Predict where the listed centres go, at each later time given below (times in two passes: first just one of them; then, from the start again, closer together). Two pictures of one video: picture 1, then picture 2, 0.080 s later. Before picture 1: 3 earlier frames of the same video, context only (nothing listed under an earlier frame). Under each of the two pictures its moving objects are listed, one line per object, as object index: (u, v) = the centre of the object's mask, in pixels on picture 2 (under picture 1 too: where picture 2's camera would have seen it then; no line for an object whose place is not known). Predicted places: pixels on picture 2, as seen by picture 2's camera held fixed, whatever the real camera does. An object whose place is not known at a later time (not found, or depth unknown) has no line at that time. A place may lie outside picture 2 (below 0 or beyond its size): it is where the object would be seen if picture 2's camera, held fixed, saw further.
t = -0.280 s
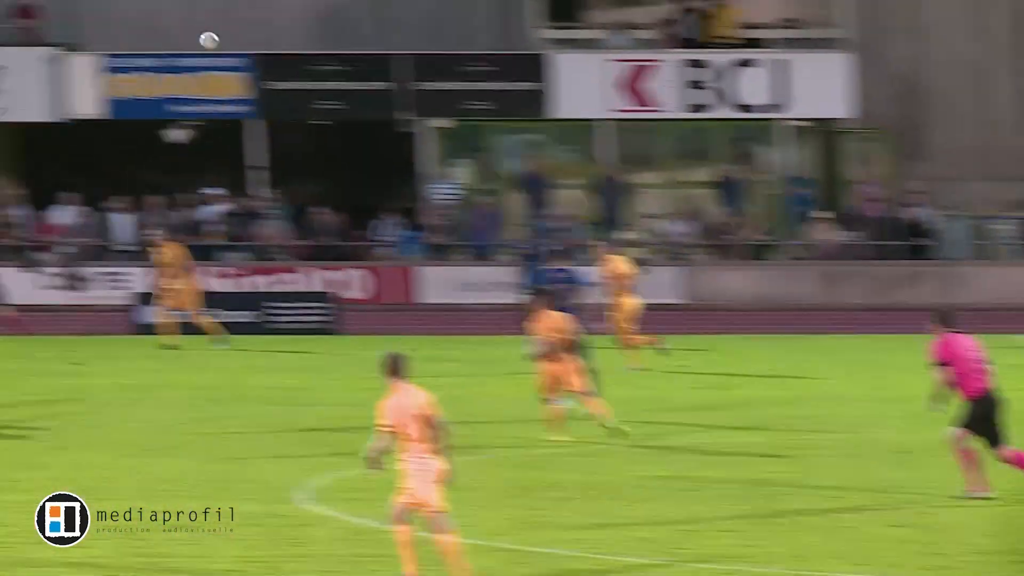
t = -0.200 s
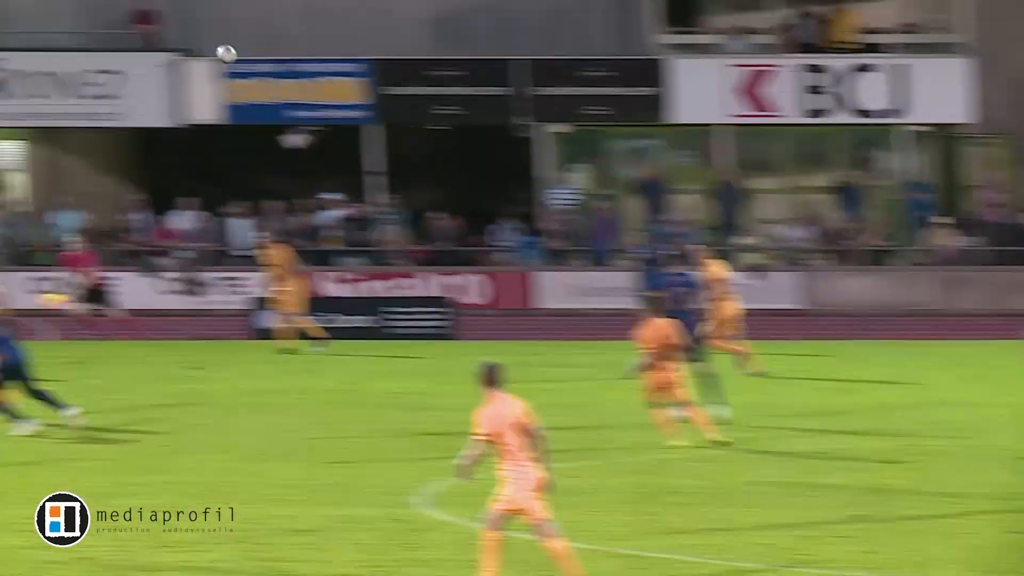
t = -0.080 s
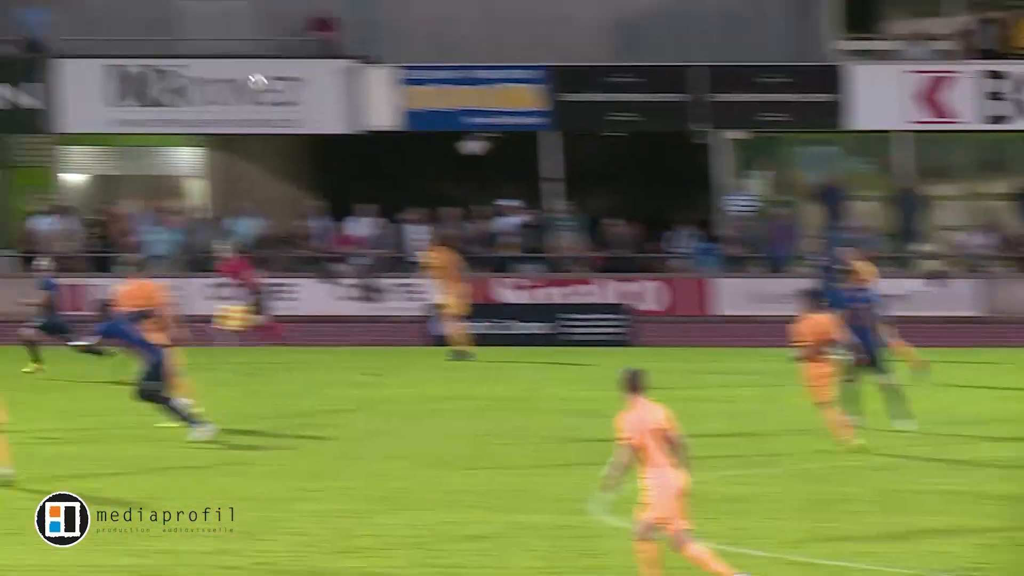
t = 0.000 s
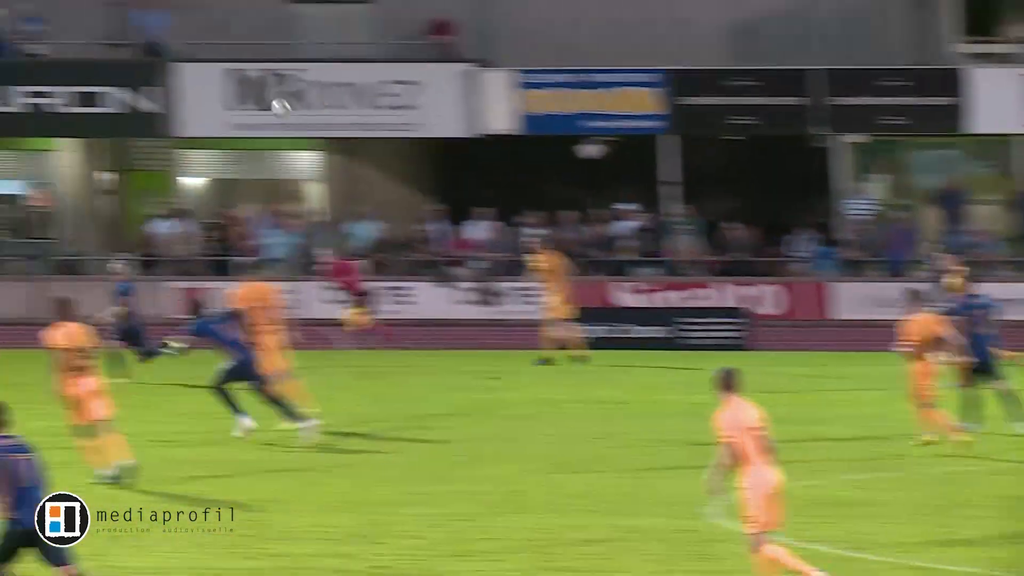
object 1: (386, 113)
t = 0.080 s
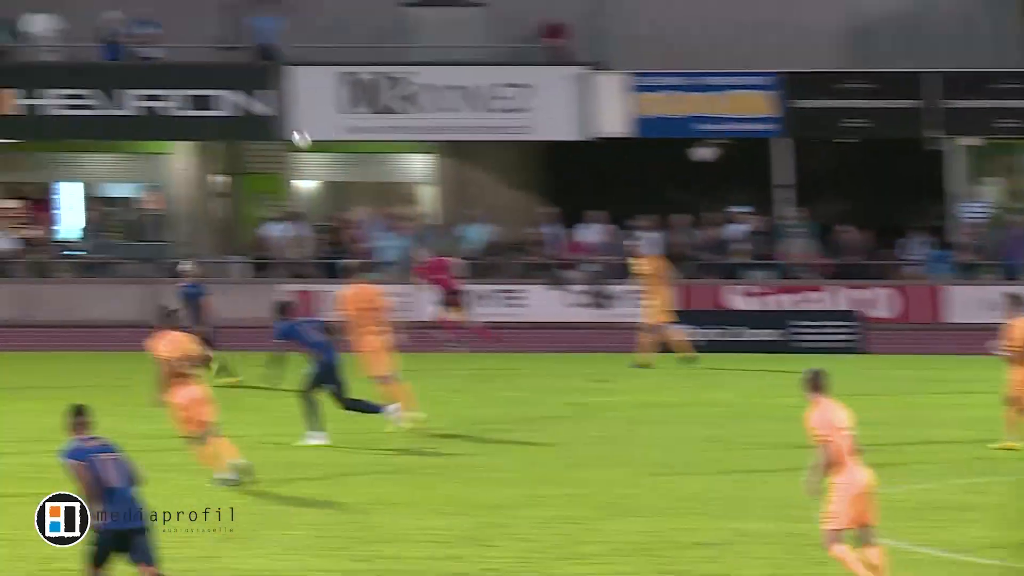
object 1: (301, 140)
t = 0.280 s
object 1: (89, 240)
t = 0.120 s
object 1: (259, 155)
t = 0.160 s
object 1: (219, 173)
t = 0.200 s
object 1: (174, 190)
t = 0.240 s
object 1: (133, 213)
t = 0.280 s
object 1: (89, 240)
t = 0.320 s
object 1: (42, 262)
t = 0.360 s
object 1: (-5, 289)
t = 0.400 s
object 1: (-53, 320)
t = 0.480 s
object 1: (-151, 384)
